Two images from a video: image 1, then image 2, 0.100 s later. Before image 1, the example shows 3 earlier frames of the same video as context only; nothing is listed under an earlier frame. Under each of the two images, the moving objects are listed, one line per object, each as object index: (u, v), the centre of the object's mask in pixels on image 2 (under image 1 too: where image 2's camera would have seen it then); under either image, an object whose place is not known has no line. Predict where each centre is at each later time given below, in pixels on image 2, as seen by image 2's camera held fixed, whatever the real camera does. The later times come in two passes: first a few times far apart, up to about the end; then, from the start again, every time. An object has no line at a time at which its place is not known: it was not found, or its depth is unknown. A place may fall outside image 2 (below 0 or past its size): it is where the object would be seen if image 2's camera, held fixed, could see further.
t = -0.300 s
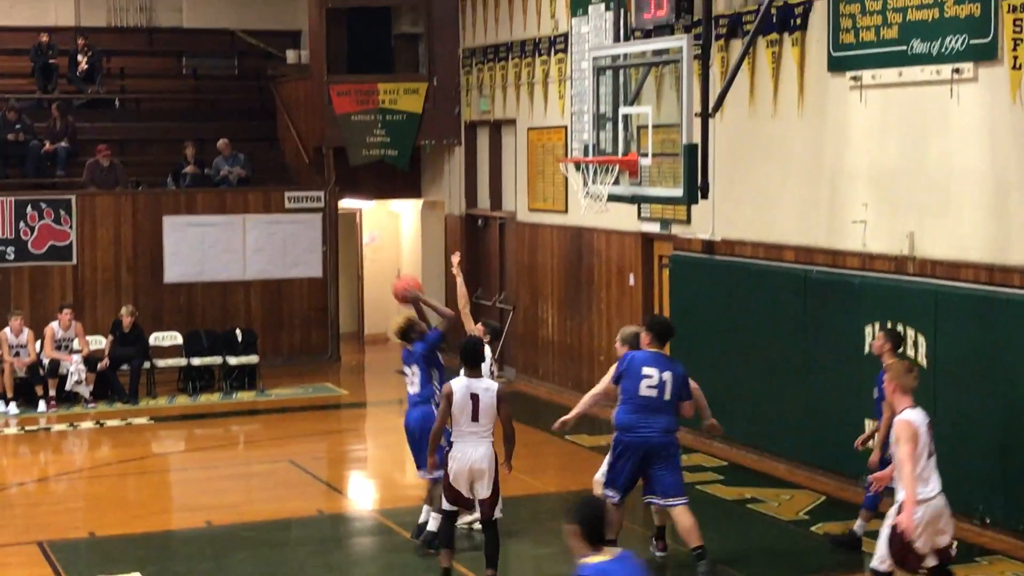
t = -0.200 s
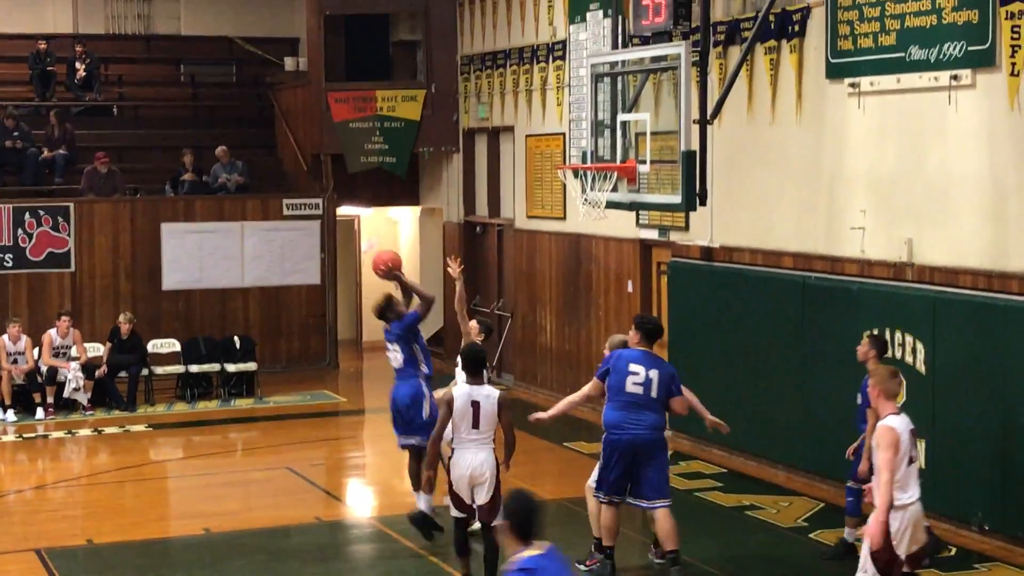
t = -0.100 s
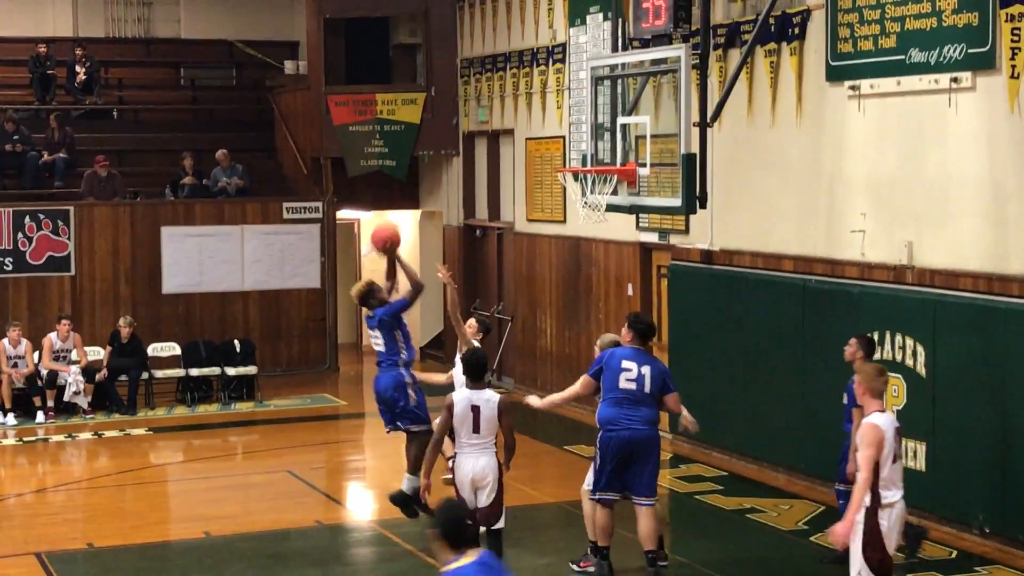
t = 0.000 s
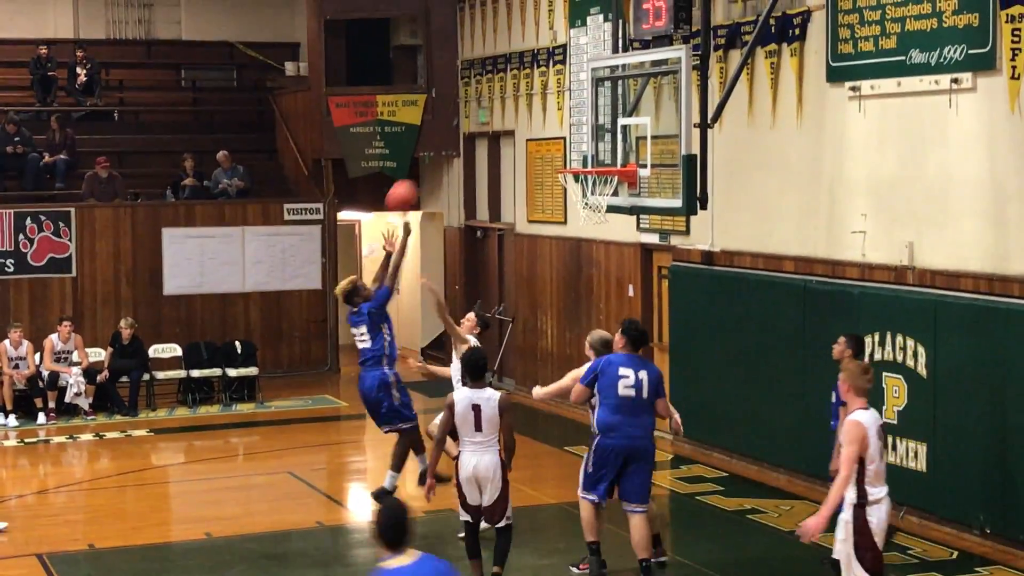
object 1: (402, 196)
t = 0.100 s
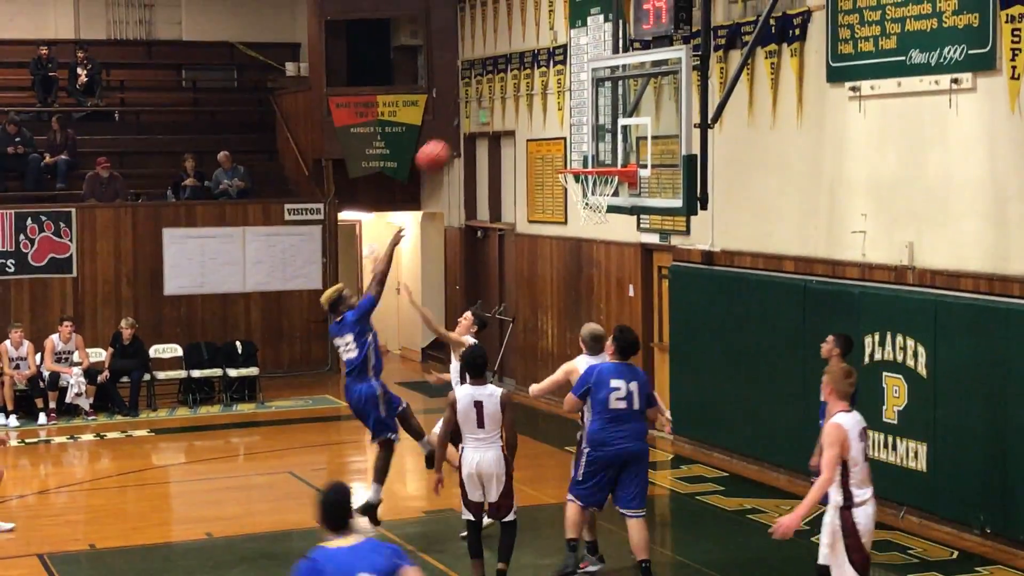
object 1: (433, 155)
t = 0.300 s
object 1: (493, 112)
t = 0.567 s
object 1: (573, 130)
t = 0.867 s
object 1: (608, 116)
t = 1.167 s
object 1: (621, 146)
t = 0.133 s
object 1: (443, 146)
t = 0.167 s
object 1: (452, 137)
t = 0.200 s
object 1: (463, 128)
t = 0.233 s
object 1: (473, 121)
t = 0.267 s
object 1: (483, 116)
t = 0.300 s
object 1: (493, 112)
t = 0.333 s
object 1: (503, 110)
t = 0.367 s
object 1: (513, 109)
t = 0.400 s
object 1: (523, 109)
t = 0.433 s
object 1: (533, 110)
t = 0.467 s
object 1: (542, 113)
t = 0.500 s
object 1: (552, 118)
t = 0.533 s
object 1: (562, 123)
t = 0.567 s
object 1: (573, 130)
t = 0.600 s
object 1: (584, 138)
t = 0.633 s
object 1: (593, 147)
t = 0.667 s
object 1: (602, 154)
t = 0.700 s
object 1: (602, 144)
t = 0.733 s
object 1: (603, 136)
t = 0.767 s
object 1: (605, 129)
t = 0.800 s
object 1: (606, 123)
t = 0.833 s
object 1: (607, 119)
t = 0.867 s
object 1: (608, 116)
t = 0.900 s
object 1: (610, 113)
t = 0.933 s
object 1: (611, 113)
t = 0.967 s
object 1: (612, 113)
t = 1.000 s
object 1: (614, 116)
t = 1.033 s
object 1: (616, 118)
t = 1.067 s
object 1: (617, 123)
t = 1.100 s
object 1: (618, 129)
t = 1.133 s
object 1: (619, 137)
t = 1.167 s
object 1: (621, 146)
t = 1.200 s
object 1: (623, 156)
